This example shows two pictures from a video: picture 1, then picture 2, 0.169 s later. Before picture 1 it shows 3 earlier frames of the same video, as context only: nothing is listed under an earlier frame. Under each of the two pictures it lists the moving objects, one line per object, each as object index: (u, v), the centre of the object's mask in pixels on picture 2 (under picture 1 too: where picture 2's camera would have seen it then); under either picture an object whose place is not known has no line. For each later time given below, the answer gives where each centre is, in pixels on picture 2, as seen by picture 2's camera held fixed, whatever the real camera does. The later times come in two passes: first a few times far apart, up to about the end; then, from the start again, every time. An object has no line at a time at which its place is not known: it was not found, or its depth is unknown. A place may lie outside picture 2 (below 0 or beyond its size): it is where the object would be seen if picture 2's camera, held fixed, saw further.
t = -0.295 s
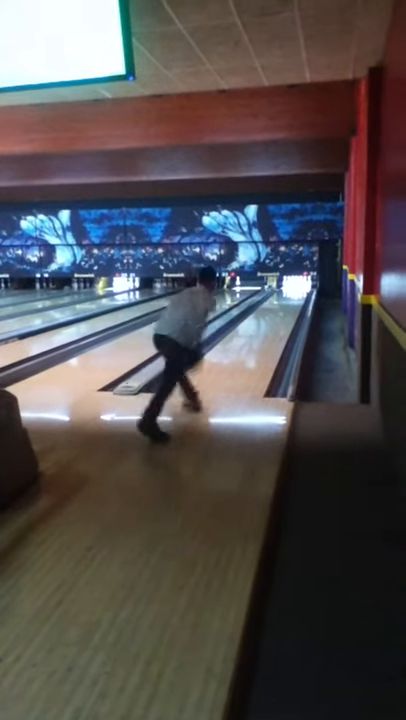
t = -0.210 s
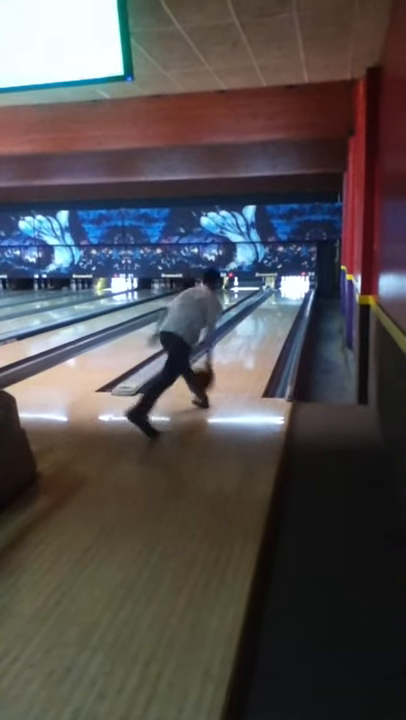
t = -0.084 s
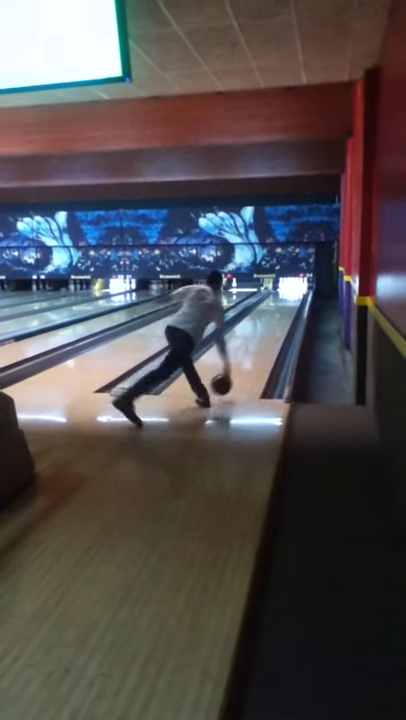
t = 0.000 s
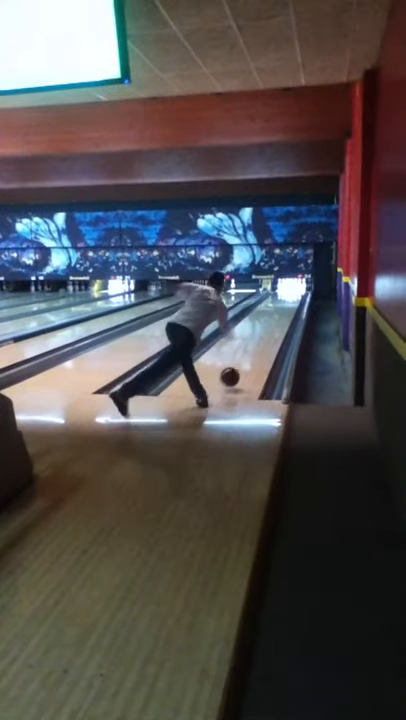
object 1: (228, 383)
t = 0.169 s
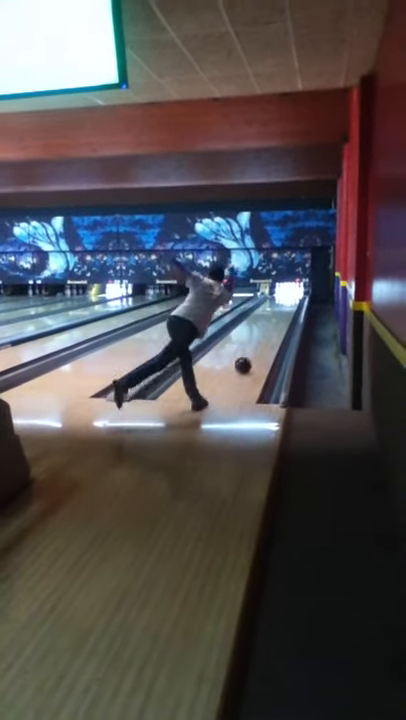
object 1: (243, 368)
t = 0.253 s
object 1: (249, 360)
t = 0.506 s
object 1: (263, 340)
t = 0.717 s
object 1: (271, 330)
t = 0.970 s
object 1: (279, 320)
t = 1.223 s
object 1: (285, 313)
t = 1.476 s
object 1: (289, 307)
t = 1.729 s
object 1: (292, 303)
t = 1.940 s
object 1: (292, 300)
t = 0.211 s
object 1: (246, 364)
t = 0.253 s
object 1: (249, 360)
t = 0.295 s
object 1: (252, 356)
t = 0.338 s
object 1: (254, 351)
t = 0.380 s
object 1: (257, 348)
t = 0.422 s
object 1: (259, 345)
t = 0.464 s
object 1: (261, 343)
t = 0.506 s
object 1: (263, 340)
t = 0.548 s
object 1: (265, 338)
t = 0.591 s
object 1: (267, 336)
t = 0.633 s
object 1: (268, 334)
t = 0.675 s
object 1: (270, 332)
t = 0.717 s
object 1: (271, 330)
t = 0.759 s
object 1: (273, 328)
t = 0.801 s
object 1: (274, 326)
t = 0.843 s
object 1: (275, 325)
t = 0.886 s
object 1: (277, 323)
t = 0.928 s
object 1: (278, 322)
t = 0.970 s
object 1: (279, 320)
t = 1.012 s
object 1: (280, 319)
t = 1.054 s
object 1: (281, 318)
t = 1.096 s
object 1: (282, 316)
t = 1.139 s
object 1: (283, 315)
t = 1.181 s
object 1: (284, 314)
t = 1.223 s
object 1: (285, 313)
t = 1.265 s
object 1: (286, 312)
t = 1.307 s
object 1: (287, 311)
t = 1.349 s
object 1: (287, 310)
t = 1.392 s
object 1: (288, 309)
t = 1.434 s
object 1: (288, 308)
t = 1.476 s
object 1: (289, 307)
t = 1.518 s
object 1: (290, 307)
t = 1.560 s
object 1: (290, 306)
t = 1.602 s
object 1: (291, 305)
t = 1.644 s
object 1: (291, 305)
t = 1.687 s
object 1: (292, 304)
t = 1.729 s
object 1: (292, 303)
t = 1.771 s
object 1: (292, 302)
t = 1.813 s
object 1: (292, 301)
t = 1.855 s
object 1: (292, 301)
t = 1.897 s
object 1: (293, 301)
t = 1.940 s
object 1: (292, 300)
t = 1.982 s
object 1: (293, 299)
